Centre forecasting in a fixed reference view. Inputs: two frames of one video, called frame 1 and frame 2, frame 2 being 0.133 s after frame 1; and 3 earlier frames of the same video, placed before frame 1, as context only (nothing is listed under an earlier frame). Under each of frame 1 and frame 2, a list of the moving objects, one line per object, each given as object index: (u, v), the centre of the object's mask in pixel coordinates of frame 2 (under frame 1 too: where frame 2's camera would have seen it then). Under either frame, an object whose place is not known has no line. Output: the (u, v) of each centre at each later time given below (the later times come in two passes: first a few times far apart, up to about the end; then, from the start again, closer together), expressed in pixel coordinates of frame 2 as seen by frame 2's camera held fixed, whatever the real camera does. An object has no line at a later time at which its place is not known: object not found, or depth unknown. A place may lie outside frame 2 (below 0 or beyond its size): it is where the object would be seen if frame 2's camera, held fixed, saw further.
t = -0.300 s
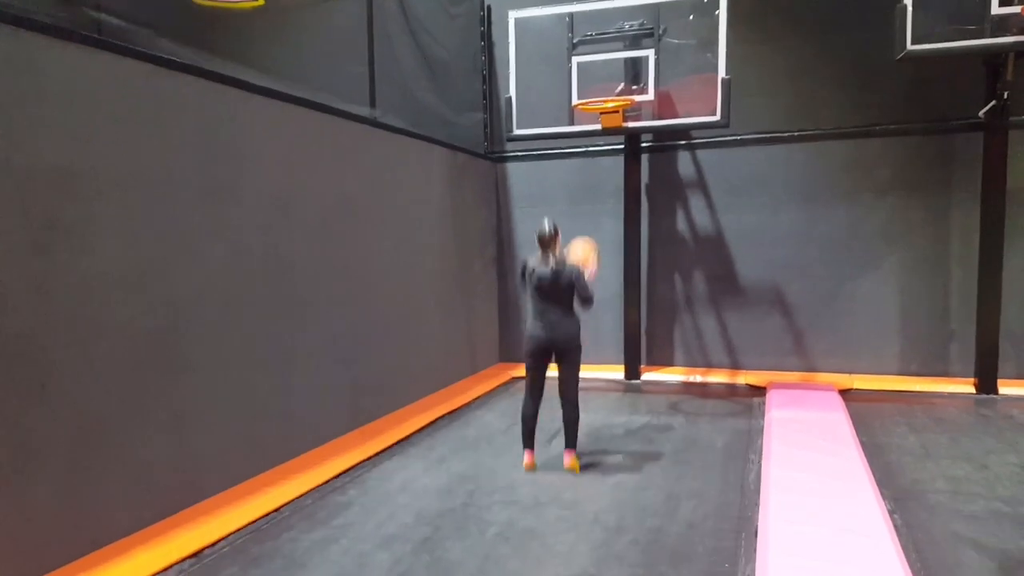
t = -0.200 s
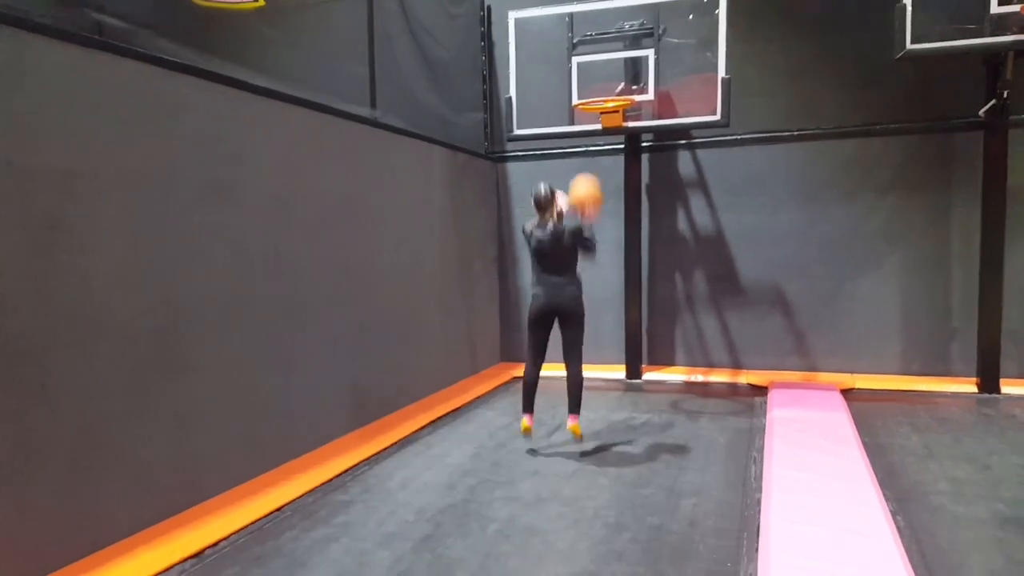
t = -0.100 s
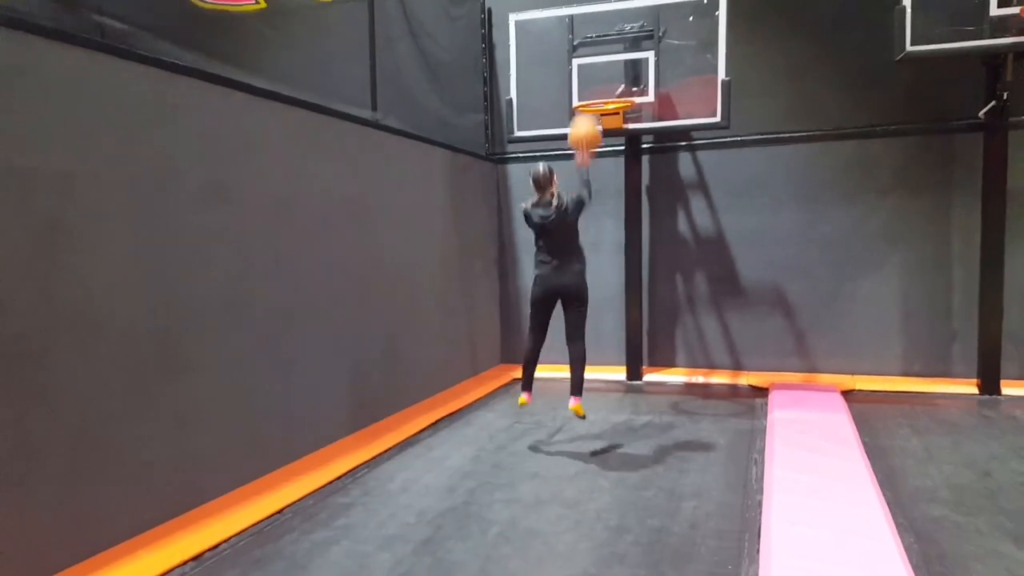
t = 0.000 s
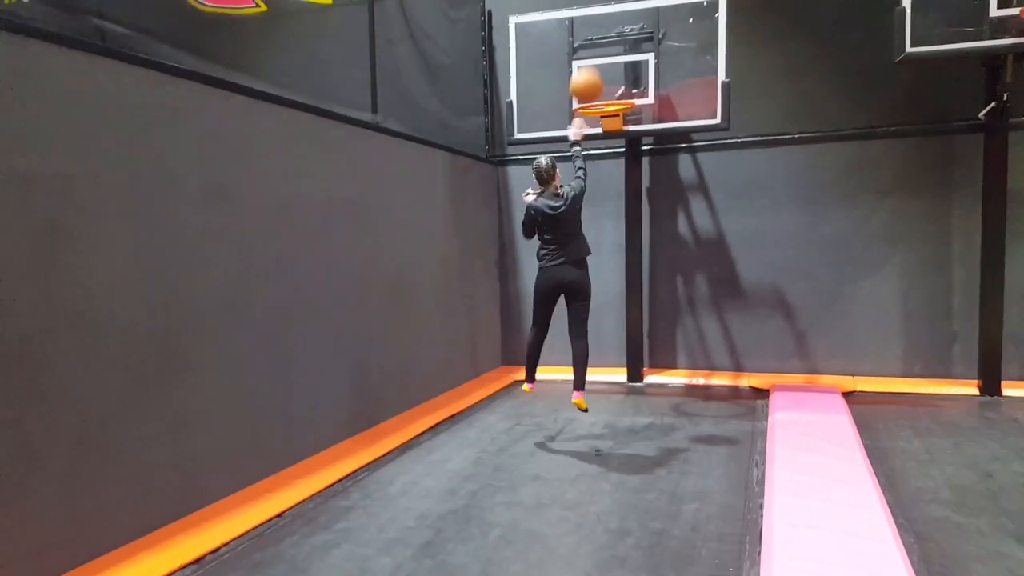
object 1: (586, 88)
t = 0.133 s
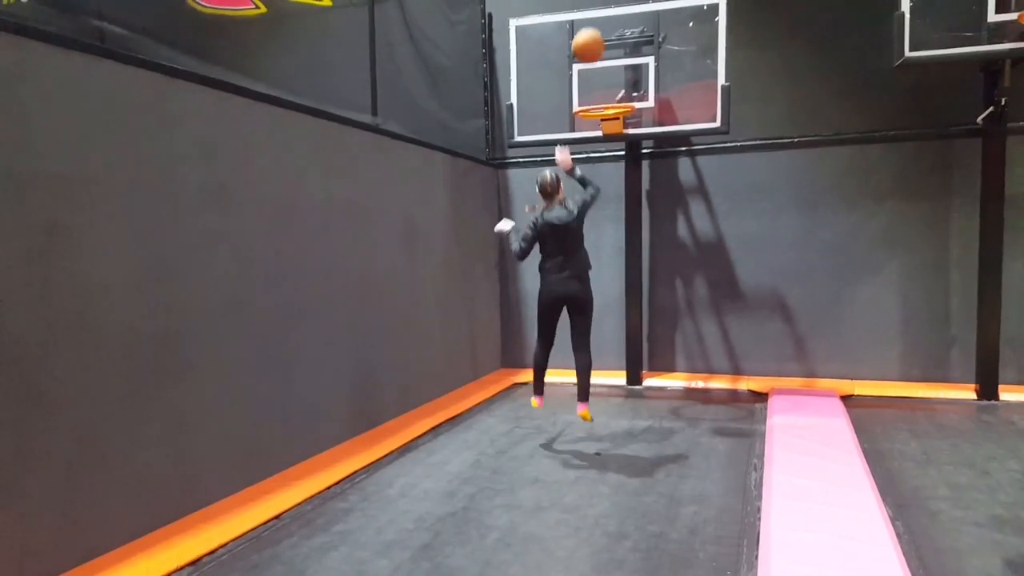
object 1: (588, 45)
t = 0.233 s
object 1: (590, 32)
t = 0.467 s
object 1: (593, 44)
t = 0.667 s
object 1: (592, 95)
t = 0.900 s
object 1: (575, 62)
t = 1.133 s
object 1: (556, 92)
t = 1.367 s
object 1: (538, 202)
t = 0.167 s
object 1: (589, 39)
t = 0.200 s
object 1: (589, 34)
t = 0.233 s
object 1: (590, 32)
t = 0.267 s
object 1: (590, 30)
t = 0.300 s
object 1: (591, 30)
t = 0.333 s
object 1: (591, 30)
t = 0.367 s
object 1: (592, 32)
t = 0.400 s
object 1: (592, 35)
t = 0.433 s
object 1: (593, 39)
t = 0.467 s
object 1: (593, 44)
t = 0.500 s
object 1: (593, 51)
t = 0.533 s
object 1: (594, 61)
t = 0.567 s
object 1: (595, 71)
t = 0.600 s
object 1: (595, 83)
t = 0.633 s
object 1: (594, 90)
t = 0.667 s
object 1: (592, 95)
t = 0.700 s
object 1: (590, 90)
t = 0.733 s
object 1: (587, 84)
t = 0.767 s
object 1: (585, 77)
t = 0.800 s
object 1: (582, 71)
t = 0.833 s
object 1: (580, 67)
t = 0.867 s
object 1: (577, 64)
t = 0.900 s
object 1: (575, 62)
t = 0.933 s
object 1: (572, 62)
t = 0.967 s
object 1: (570, 64)
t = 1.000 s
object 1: (567, 66)
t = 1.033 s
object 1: (564, 70)
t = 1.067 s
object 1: (562, 76)
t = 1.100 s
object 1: (559, 83)
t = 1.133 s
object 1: (556, 92)
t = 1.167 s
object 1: (554, 102)
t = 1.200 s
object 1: (551, 114)
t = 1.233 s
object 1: (549, 128)
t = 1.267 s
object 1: (546, 142)
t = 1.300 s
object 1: (543, 162)
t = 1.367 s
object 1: (538, 202)
